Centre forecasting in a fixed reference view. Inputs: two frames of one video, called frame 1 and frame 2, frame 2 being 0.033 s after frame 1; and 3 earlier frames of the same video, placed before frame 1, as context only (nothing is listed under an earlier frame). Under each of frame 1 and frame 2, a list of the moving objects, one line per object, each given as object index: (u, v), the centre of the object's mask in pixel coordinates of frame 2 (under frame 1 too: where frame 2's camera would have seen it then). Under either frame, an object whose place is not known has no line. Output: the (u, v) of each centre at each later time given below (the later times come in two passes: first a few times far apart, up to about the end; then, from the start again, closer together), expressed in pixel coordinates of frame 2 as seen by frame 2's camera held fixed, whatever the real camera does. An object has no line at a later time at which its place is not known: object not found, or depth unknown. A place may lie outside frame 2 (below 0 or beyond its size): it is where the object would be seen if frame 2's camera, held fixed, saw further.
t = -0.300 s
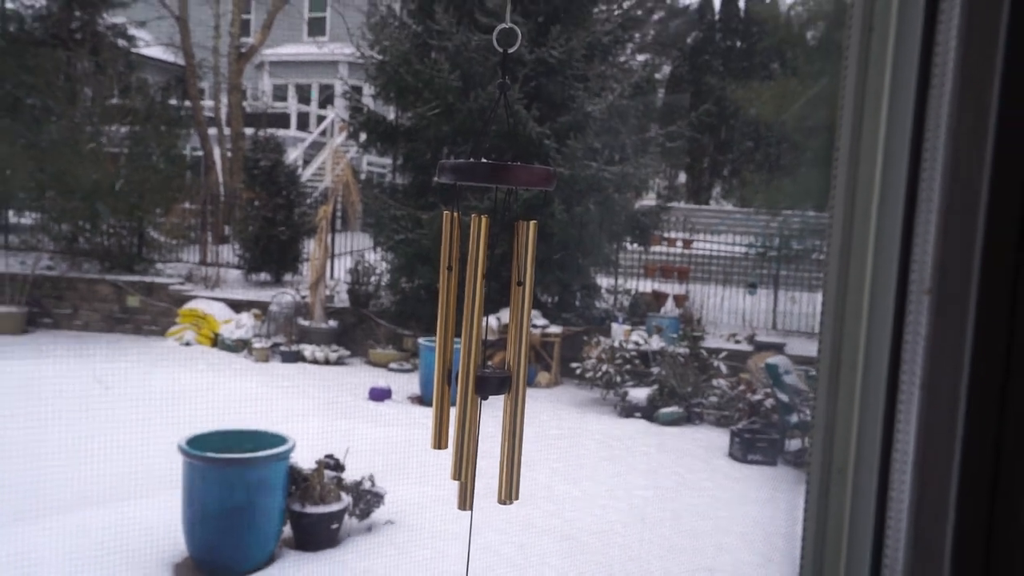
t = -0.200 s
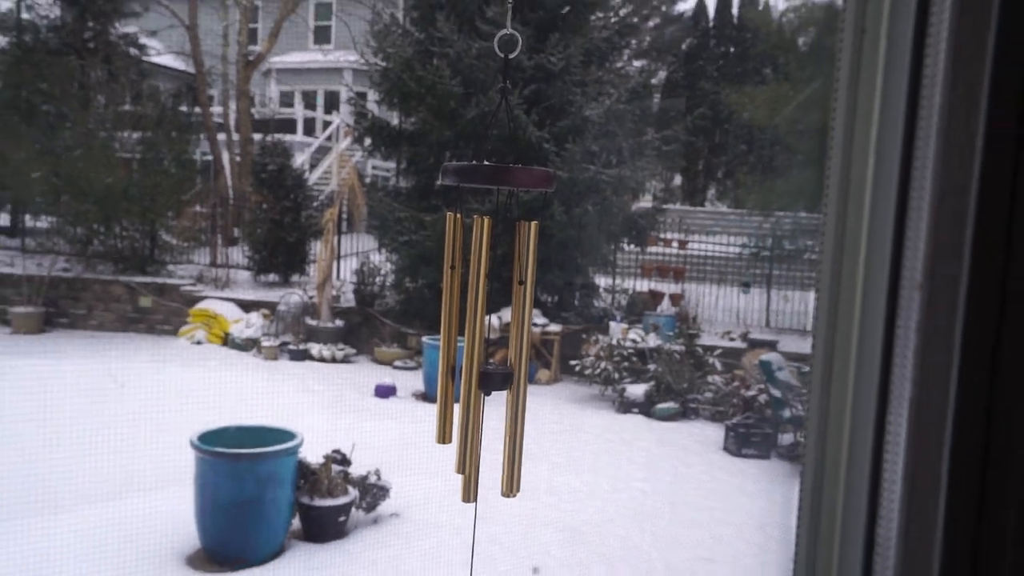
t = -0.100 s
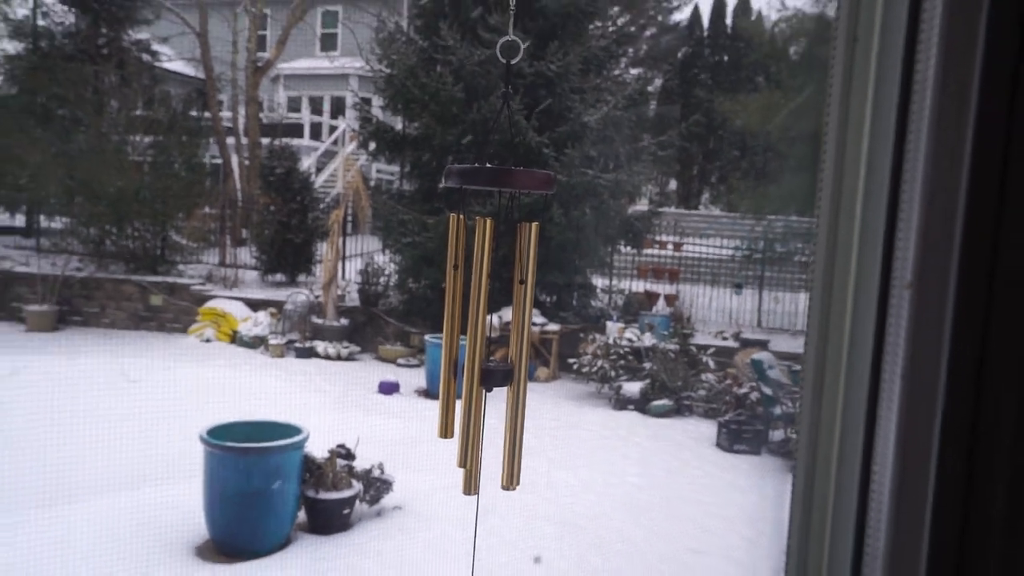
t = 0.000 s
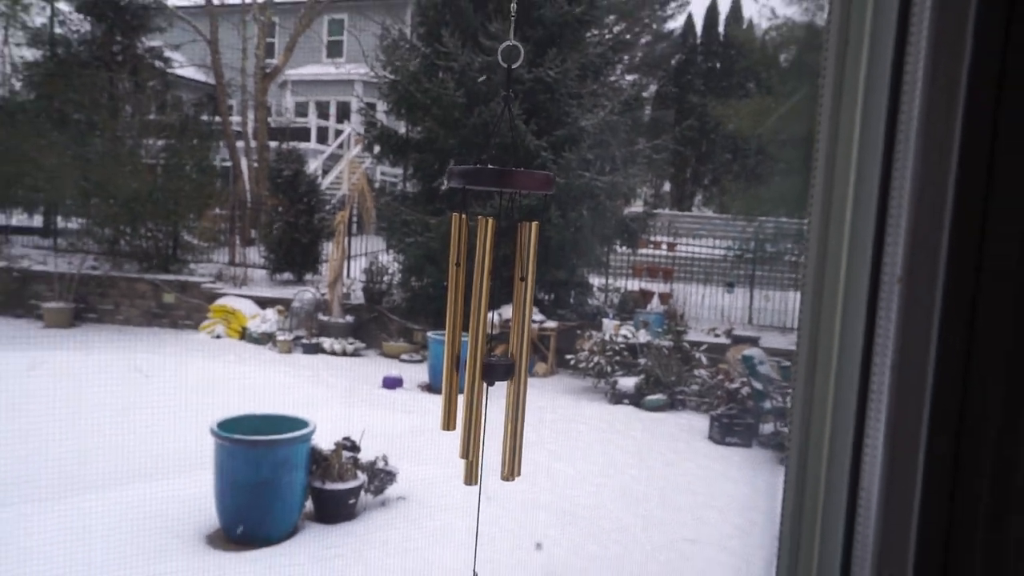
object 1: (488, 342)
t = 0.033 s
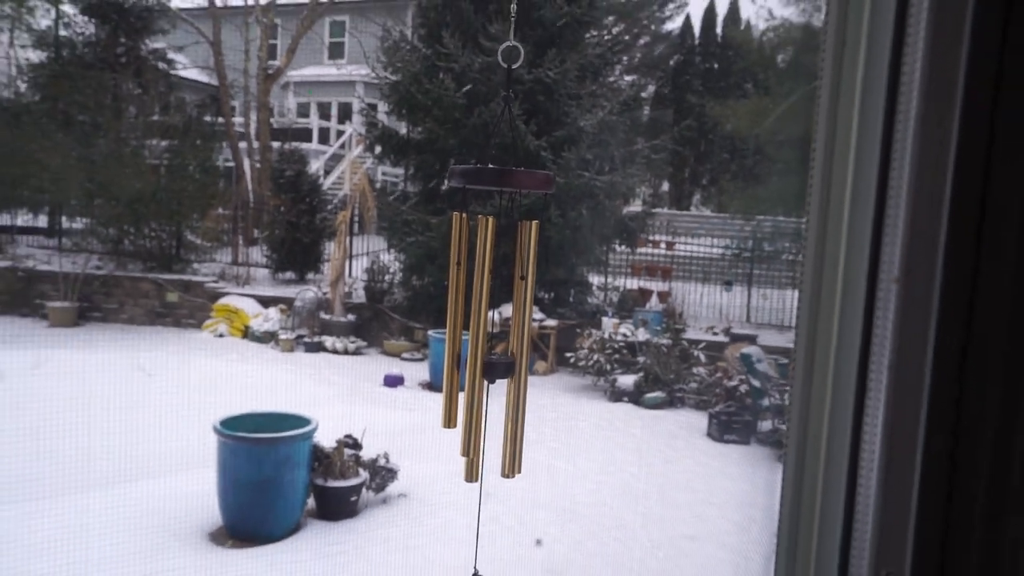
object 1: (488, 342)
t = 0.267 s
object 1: (489, 343)
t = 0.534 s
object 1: (492, 341)
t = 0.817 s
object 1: (494, 335)
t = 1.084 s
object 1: (493, 339)
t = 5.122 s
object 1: (477, 350)
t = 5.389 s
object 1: (478, 347)
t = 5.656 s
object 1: (471, 349)
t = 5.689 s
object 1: (470, 350)
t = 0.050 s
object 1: (488, 342)
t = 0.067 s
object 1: (488, 342)
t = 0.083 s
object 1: (488, 342)
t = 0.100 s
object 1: (488, 342)
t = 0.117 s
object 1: (488, 343)
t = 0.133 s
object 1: (488, 342)
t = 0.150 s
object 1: (488, 342)
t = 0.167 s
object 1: (489, 342)
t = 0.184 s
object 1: (489, 342)
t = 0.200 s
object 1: (488, 343)
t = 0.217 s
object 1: (488, 342)
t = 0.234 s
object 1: (487, 342)
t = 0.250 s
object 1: (489, 343)
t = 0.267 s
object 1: (489, 343)
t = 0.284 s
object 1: (489, 343)
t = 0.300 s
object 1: (489, 343)
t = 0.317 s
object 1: (488, 343)
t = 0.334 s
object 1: (490, 343)
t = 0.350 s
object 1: (490, 343)
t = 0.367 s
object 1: (490, 343)
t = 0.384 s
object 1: (489, 343)
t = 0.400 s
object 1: (490, 343)
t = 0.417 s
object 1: (490, 343)
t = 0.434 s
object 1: (491, 342)
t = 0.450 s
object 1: (492, 341)
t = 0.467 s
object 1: (491, 342)
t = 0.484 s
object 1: (492, 341)
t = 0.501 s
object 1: (492, 341)
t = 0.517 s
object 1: (492, 340)
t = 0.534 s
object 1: (492, 341)
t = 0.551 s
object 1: (493, 340)
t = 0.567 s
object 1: (493, 340)
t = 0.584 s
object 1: (493, 340)
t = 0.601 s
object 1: (493, 340)
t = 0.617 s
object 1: (493, 339)
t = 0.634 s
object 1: (493, 340)
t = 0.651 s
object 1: (494, 339)
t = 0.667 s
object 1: (493, 340)
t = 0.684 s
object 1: (493, 339)
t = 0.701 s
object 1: (493, 339)
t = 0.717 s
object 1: (493, 338)
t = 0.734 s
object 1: (493, 338)
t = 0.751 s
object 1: (493, 338)
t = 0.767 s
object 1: (494, 337)
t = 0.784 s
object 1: (494, 337)
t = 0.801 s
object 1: (494, 336)
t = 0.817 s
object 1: (494, 335)
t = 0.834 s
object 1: (493, 336)
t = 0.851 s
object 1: (494, 335)
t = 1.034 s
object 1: (494, 338)
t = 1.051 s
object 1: (493, 338)
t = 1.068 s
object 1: (494, 338)
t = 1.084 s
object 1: (493, 339)
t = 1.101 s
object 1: (494, 339)
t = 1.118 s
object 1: (494, 340)
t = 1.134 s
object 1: (494, 339)
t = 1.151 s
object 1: (493, 340)
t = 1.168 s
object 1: (494, 340)
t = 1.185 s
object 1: (493, 341)
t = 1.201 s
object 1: (494, 341)
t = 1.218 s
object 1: (494, 341)
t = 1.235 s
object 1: (493, 341)
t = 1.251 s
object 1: (494, 341)
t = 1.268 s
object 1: (493, 341)
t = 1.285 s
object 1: (493, 342)
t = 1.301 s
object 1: (492, 342)
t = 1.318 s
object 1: (492, 341)
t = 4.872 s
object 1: (475, 354)
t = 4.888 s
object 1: (476, 354)
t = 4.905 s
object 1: (476, 354)
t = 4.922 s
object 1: (475, 352)
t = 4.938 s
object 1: (476, 353)
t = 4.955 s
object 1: (476, 352)
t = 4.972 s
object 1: (474, 351)
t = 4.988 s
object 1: (476, 353)
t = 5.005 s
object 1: (475, 350)
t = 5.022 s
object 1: (476, 352)
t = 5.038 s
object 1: (477, 352)
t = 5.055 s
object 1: (477, 352)
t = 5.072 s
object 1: (477, 351)
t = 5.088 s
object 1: (477, 350)
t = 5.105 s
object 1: (477, 350)
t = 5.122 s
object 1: (477, 350)
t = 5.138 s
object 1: (477, 350)
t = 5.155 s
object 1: (477, 350)
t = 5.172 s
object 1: (477, 349)
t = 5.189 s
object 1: (477, 349)
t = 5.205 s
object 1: (477, 349)
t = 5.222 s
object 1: (477, 350)
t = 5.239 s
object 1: (478, 349)
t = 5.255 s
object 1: (477, 346)
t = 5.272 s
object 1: (478, 349)
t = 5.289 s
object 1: (478, 348)
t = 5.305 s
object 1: (478, 349)
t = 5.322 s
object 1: (478, 348)
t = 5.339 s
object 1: (479, 348)
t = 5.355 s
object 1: (478, 348)
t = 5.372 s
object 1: (479, 348)
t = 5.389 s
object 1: (478, 347)
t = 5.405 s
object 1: (478, 347)
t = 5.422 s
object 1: (477, 347)
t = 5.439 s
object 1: (477, 347)
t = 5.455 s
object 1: (477, 347)
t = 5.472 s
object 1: (477, 347)
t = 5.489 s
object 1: (476, 347)
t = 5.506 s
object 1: (476, 347)
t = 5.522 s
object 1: (474, 347)
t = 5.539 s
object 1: (475, 348)
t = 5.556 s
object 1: (473, 348)
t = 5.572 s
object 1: (473, 349)
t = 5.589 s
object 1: (472, 349)
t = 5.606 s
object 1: (472, 348)
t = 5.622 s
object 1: (471, 349)
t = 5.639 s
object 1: (471, 348)
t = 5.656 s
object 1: (471, 349)
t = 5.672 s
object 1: (470, 350)
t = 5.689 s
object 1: (470, 350)
